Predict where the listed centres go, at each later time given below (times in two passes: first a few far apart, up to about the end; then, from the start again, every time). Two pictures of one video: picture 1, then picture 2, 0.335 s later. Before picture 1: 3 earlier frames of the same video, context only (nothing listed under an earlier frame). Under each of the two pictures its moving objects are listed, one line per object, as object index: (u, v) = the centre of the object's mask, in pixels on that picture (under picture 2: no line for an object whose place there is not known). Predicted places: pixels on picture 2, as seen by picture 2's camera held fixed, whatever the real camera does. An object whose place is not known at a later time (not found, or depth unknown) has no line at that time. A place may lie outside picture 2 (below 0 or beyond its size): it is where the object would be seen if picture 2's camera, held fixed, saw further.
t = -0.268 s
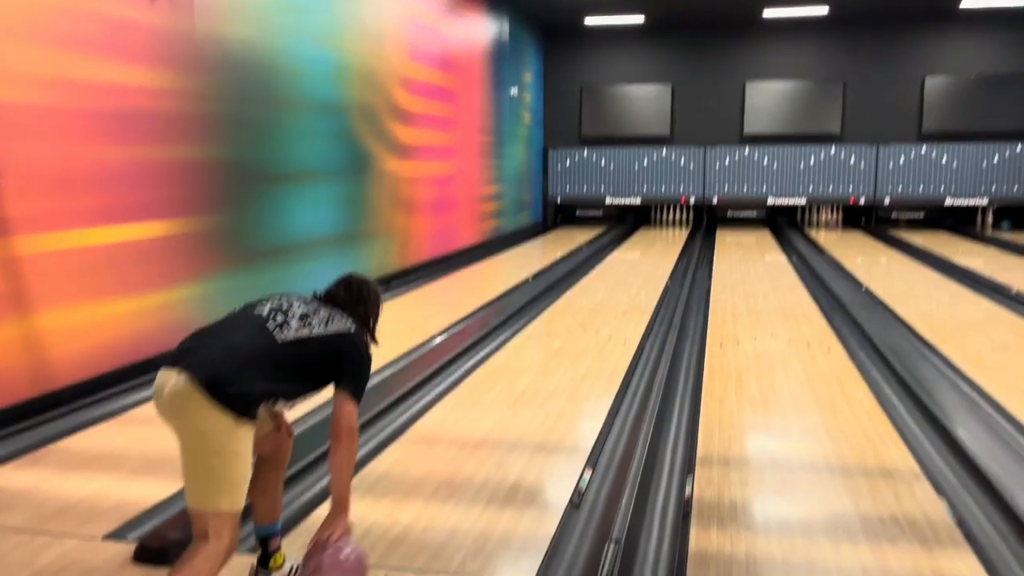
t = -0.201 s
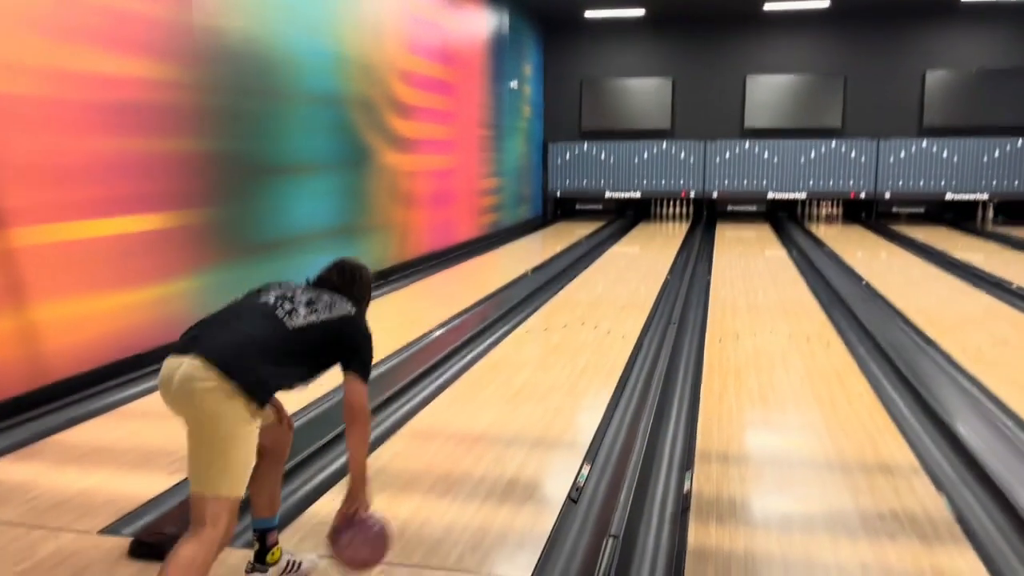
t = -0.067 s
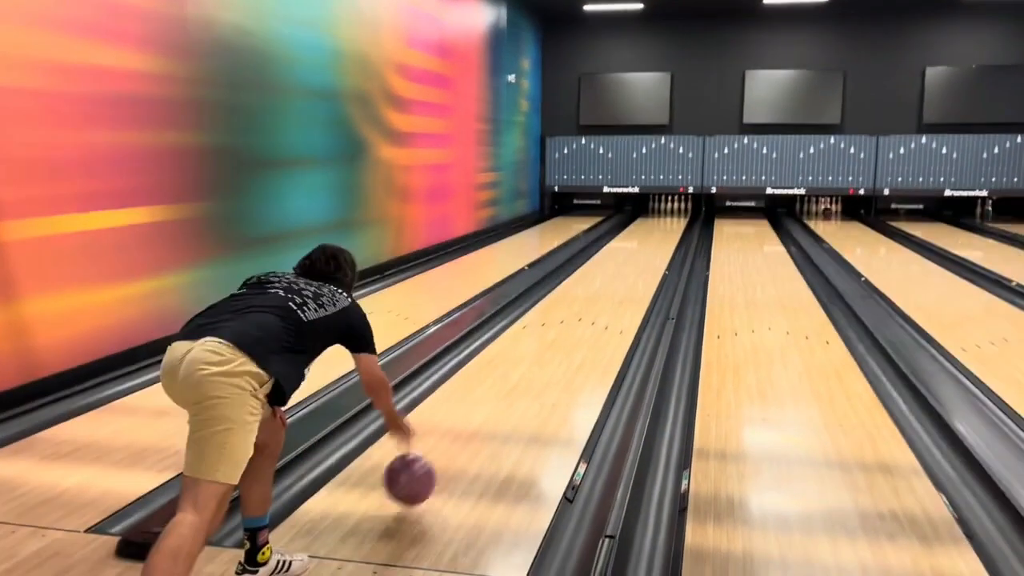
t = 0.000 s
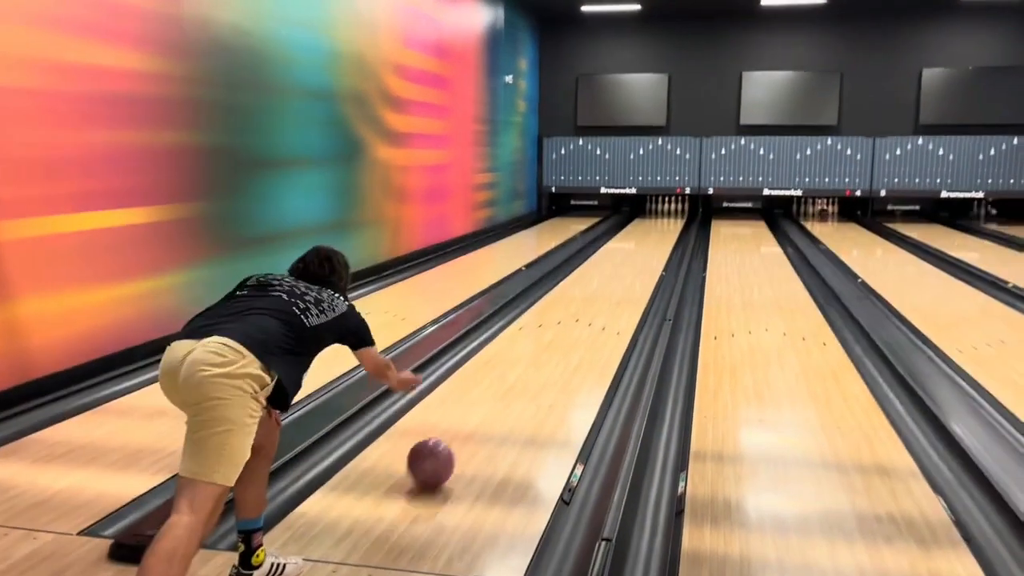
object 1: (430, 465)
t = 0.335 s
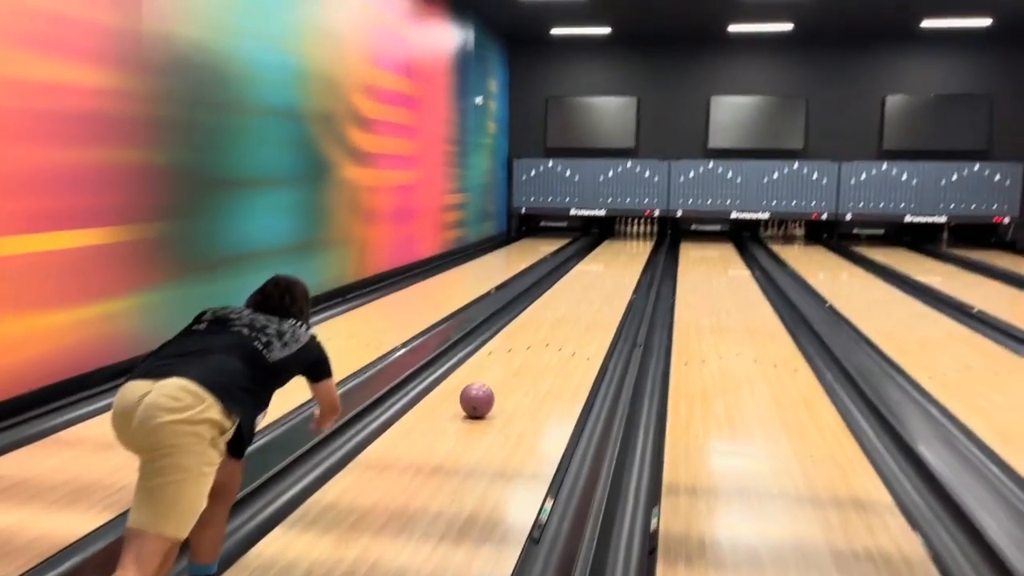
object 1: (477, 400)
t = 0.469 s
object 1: (497, 377)
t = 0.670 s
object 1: (519, 351)
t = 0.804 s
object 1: (531, 337)
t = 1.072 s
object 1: (549, 315)
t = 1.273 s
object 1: (559, 303)
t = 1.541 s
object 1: (569, 290)
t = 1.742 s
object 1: (575, 282)
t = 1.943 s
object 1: (581, 275)
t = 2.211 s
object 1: (586, 267)
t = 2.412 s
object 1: (590, 262)
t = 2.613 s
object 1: (593, 257)
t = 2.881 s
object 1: (597, 252)
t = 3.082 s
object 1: (600, 249)
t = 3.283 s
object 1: (601, 245)
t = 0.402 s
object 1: (487, 388)
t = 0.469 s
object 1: (497, 377)
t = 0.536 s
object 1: (505, 367)
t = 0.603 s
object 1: (513, 359)
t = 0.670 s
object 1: (519, 351)
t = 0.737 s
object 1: (525, 343)
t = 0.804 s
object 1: (531, 337)
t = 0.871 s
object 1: (536, 330)
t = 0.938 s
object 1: (541, 325)
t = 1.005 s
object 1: (545, 320)
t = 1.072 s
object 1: (549, 315)
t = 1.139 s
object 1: (553, 310)
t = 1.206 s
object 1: (556, 307)
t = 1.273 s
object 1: (559, 303)
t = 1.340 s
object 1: (562, 299)
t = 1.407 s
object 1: (564, 296)
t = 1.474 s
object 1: (567, 293)
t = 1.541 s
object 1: (569, 290)
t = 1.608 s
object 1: (571, 287)
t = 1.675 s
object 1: (573, 285)
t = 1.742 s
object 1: (575, 282)
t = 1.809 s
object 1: (577, 280)
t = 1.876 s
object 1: (579, 277)
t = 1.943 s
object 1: (581, 275)
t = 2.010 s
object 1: (582, 273)
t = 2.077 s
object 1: (584, 271)
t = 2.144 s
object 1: (585, 269)
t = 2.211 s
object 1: (586, 267)
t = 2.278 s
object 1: (587, 265)
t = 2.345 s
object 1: (589, 264)
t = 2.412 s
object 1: (590, 262)
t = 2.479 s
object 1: (591, 261)
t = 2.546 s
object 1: (593, 259)
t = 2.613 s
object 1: (593, 257)
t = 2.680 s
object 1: (594, 256)
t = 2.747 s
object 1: (595, 255)
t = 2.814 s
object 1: (596, 253)
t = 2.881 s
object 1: (597, 252)
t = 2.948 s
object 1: (598, 251)
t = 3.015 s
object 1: (599, 250)
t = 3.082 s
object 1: (600, 249)
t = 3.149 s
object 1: (600, 248)
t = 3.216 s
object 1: (601, 246)
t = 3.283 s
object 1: (601, 245)
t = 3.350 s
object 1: (602, 244)
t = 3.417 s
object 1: (603, 243)
